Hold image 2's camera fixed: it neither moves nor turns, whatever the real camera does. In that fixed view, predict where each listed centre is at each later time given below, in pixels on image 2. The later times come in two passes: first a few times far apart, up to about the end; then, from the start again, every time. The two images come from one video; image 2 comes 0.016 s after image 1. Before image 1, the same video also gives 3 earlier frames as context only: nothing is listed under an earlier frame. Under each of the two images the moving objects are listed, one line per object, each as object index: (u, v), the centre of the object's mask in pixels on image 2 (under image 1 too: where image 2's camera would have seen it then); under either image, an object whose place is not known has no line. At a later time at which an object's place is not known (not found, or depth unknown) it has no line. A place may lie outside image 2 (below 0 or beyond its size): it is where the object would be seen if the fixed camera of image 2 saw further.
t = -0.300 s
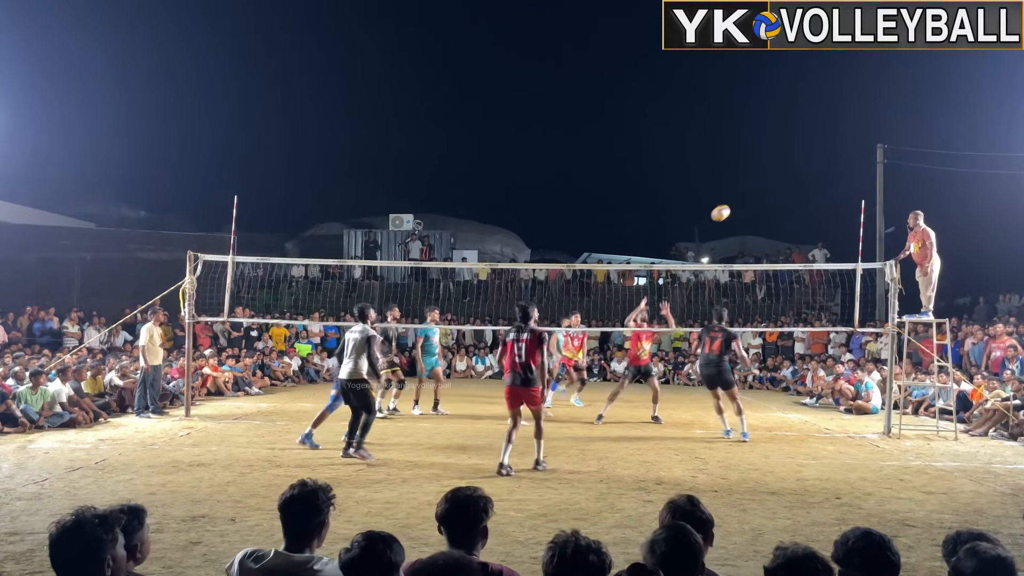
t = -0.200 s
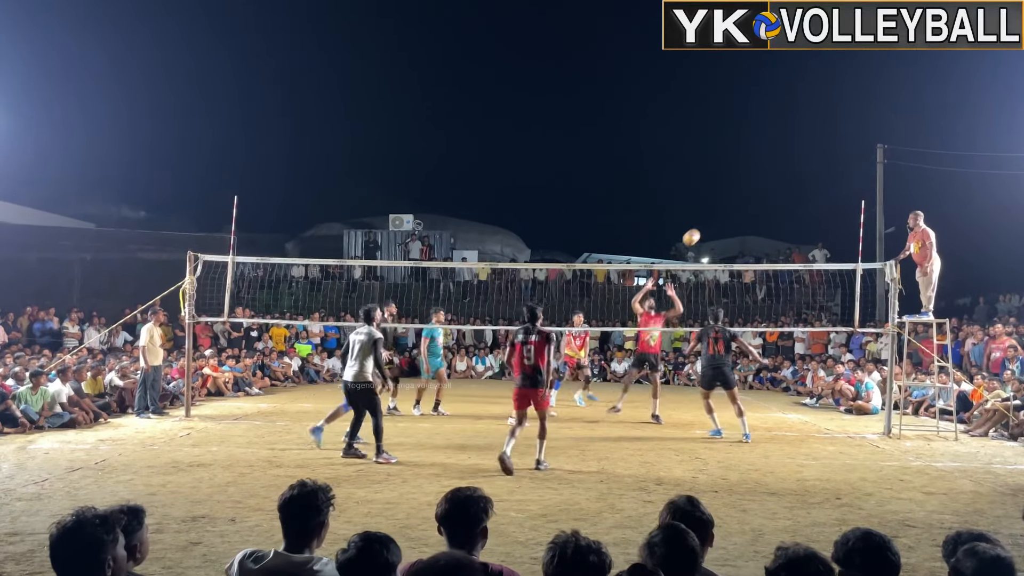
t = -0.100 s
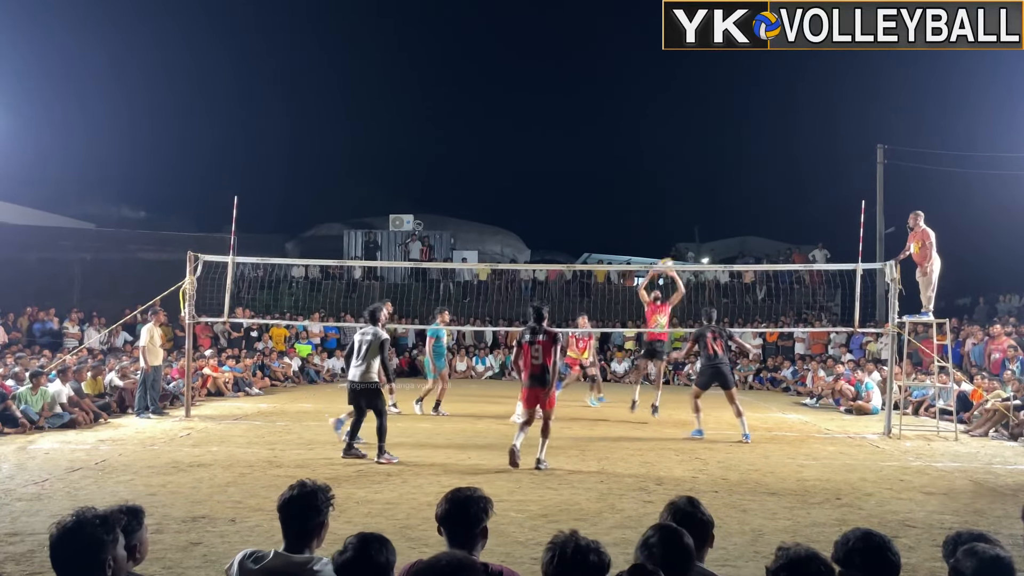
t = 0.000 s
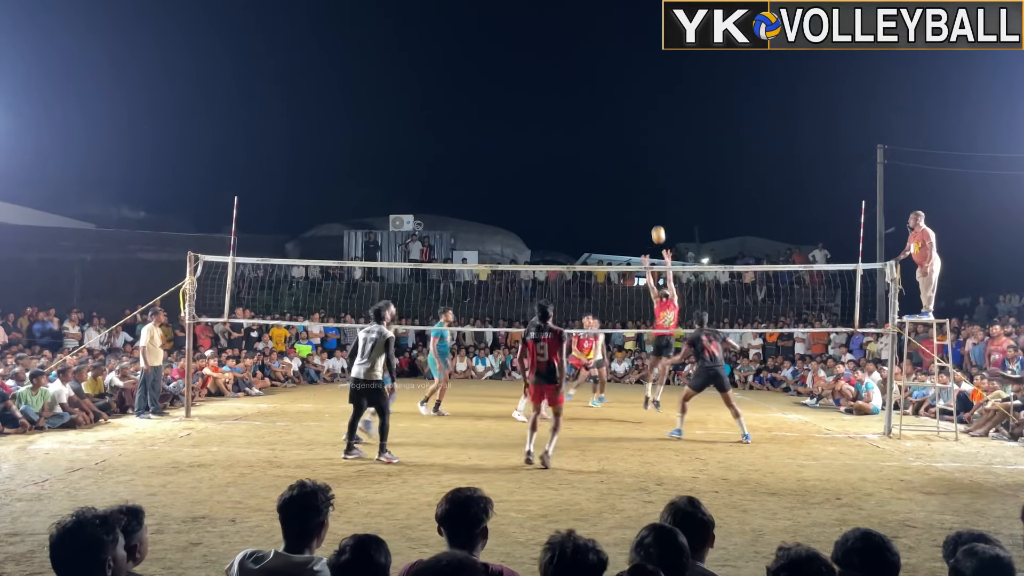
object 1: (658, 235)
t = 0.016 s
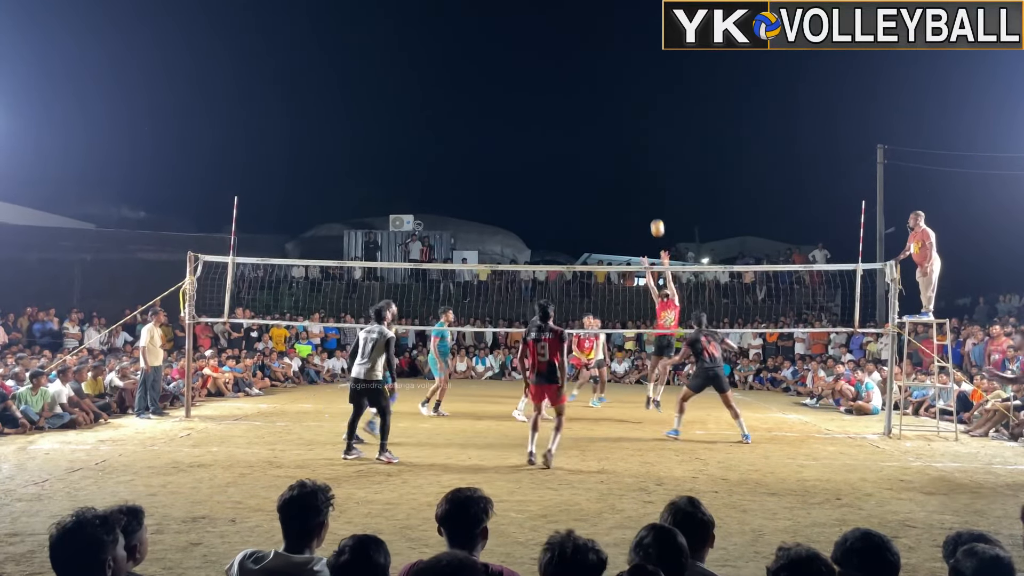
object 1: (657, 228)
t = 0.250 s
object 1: (645, 152)
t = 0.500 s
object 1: (633, 108)
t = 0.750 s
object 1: (620, 103)
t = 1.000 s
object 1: (607, 136)
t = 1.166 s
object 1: (599, 177)
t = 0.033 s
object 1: (656, 222)
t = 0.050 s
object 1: (656, 215)
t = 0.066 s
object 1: (655, 209)
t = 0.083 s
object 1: (654, 203)
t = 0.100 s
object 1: (653, 197)
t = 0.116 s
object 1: (652, 191)
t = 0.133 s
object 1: (651, 186)
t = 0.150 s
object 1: (650, 180)
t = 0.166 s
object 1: (649, 175)
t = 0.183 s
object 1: (648, 170)
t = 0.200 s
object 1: (647, 165)
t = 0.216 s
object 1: (647, 161)
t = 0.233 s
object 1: (646, 156)
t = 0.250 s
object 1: (645, 152)
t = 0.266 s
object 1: (644, 148)
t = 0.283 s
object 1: (643, 144)
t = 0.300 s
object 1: (642, 140)
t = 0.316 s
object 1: (642, 136)
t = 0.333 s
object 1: (641, 133)
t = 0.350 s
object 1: (640, 129)
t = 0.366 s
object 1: (639, 126)
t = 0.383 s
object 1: (638, 124)
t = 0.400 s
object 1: (637, 121)
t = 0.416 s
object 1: (637, 118)
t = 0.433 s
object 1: (636, 116)
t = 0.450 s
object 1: (635, 114)
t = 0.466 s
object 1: (634, 112)
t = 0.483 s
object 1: (633, 110)
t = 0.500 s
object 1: (633, 108)
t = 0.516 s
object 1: (632, 107)
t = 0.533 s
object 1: (631, 105)
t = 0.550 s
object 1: (630, 104)
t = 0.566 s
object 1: (629, 103)
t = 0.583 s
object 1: (628, 102)
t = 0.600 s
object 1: (627, 102)
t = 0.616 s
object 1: (627, 101)
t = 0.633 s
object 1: (626, 101)
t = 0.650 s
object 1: (625, 101)
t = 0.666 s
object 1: (624, 101)
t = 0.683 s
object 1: (623, 101)
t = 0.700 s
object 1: (623, 101)
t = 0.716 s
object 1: (622, 102)
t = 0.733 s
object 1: (621, 102)
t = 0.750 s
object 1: (620, 103)
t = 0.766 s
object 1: (619, 104)
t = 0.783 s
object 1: (619, 106)
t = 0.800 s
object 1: (617, 107)
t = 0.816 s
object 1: (617, 108)
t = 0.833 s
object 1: (616, 110)
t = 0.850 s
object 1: (615, 112)
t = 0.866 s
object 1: (614, 114)
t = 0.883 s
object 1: (613, 116)
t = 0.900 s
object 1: (612, 118)
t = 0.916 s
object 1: (611, 121)
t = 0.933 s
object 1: (610, 123)
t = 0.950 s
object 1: (609, 126)
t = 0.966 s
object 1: (609, 129)
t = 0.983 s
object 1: (608, 132)
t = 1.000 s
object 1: (607, 136)
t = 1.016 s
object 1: (606, 139)
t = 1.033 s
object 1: (605, 143)
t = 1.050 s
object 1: (605, 147)
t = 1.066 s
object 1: (604, 150)
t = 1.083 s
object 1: (603, 154)
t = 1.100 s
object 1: (602, 159)
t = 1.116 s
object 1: (601, 163)
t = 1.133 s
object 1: (600, 167)
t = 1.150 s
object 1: (599, 172)
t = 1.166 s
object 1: (599, 177)
